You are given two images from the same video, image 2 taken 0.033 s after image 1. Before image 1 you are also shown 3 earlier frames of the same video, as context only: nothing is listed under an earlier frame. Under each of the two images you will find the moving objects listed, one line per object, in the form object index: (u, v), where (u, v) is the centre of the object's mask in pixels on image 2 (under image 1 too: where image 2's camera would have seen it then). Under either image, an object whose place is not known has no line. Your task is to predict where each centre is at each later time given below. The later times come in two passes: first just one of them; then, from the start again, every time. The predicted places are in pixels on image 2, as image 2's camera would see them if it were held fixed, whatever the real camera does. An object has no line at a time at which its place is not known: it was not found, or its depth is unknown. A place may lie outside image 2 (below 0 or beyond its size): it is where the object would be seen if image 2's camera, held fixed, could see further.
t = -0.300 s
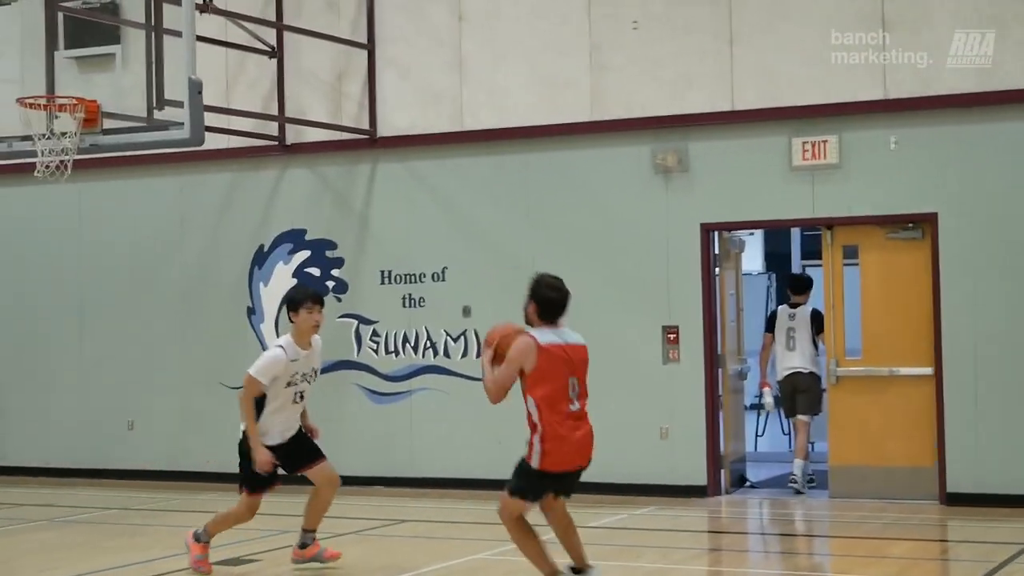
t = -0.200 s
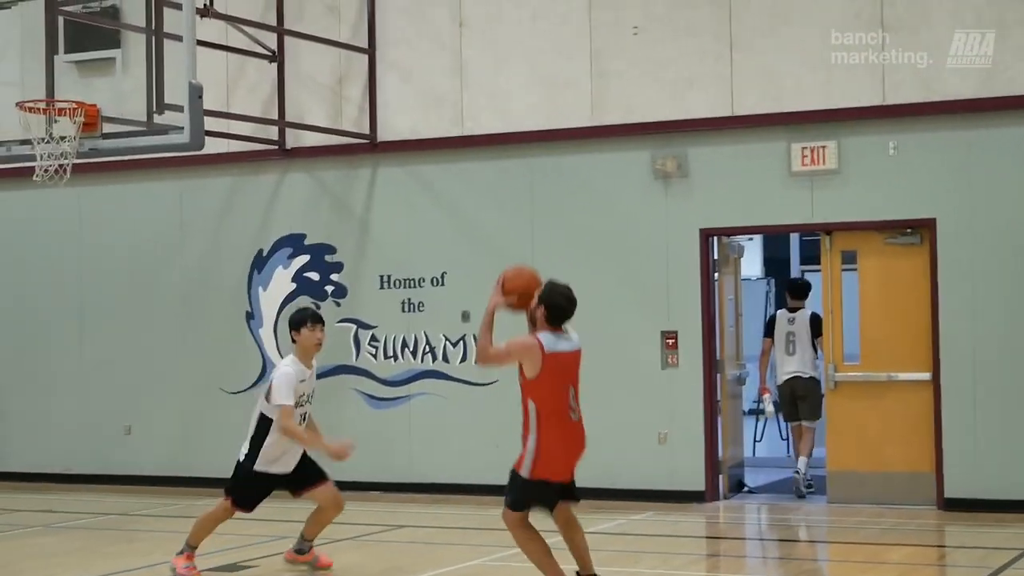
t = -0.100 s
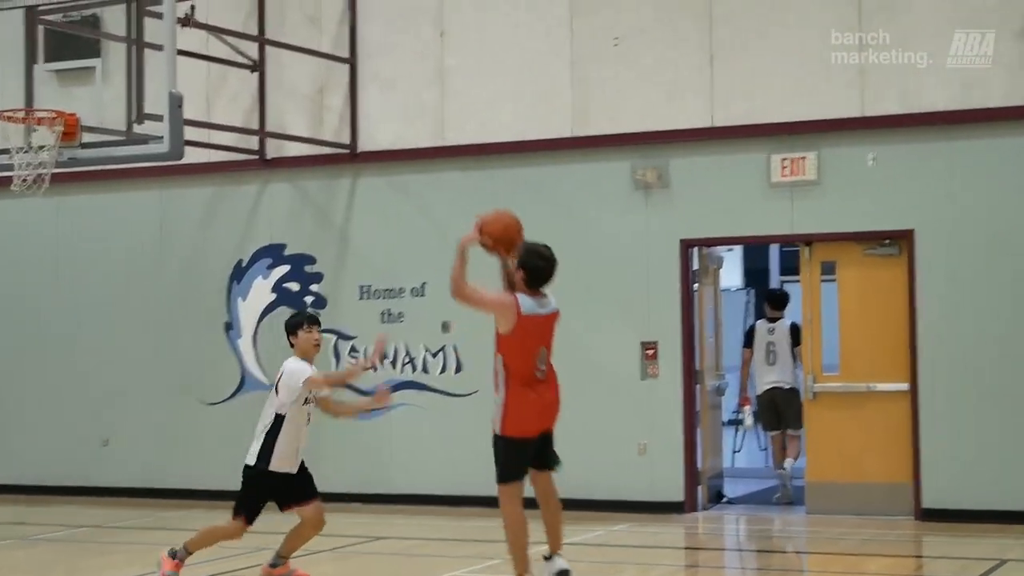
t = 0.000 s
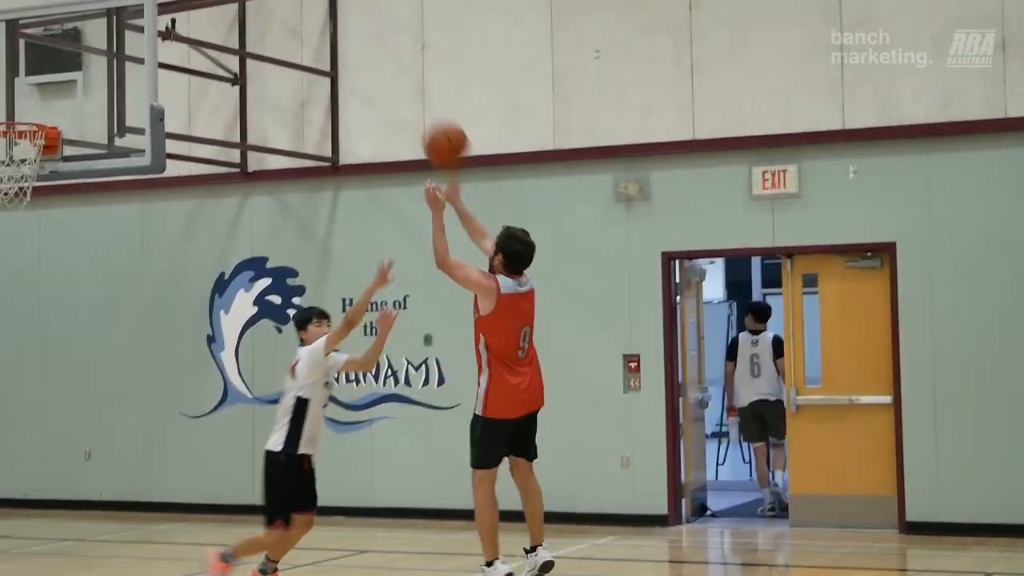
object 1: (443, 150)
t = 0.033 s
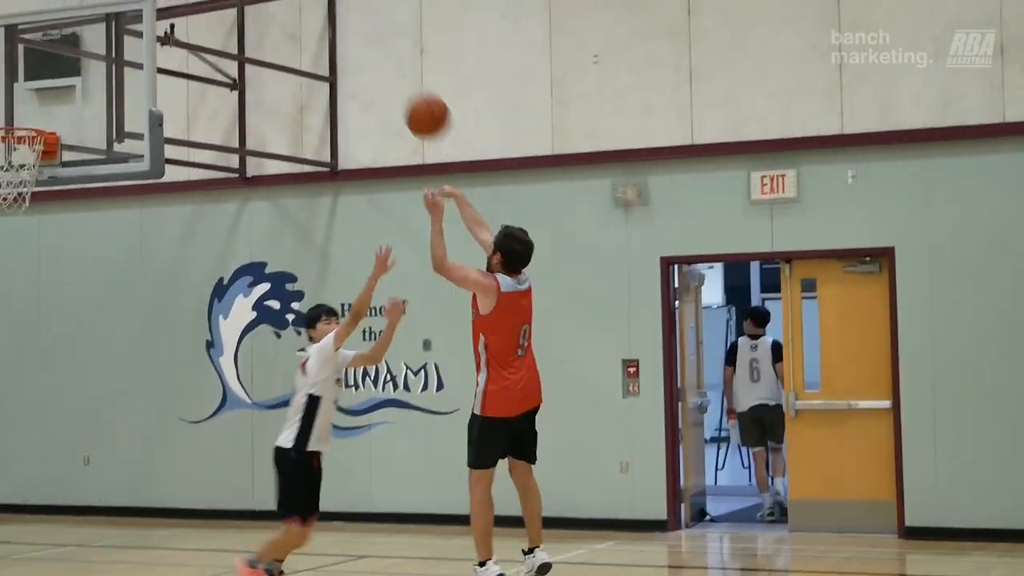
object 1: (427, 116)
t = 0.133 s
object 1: (377, 30)
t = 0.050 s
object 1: (418, 100)
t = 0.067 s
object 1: (411, 84)
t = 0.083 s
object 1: (402, 70)
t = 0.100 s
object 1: (394, 56)
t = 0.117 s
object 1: (385, 43)
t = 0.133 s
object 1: (377, 30)
